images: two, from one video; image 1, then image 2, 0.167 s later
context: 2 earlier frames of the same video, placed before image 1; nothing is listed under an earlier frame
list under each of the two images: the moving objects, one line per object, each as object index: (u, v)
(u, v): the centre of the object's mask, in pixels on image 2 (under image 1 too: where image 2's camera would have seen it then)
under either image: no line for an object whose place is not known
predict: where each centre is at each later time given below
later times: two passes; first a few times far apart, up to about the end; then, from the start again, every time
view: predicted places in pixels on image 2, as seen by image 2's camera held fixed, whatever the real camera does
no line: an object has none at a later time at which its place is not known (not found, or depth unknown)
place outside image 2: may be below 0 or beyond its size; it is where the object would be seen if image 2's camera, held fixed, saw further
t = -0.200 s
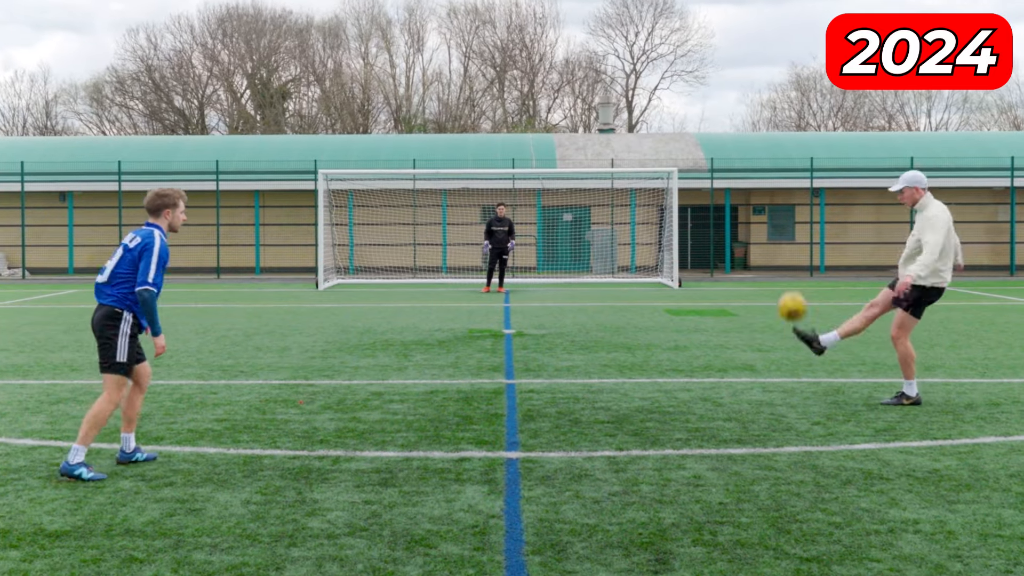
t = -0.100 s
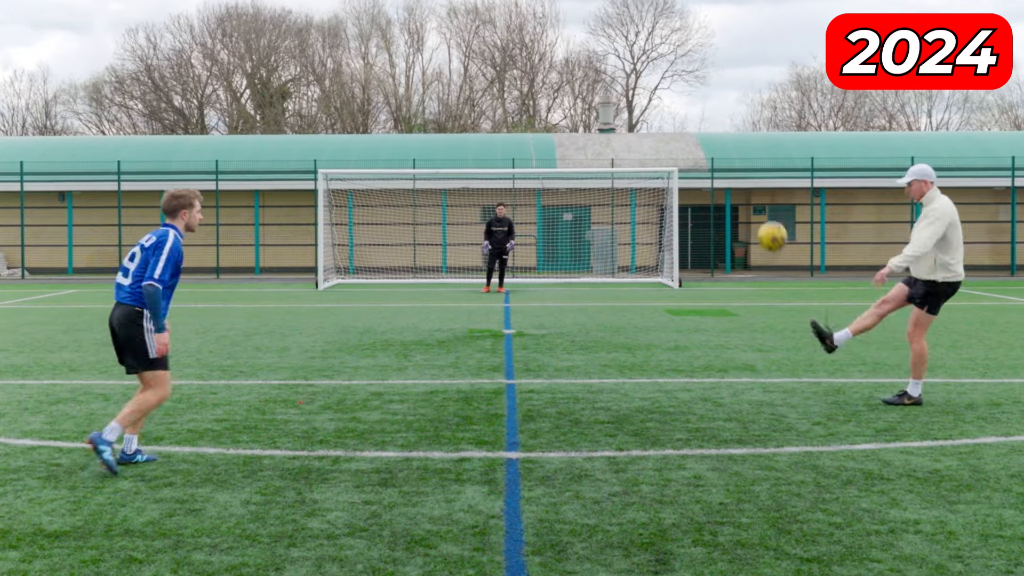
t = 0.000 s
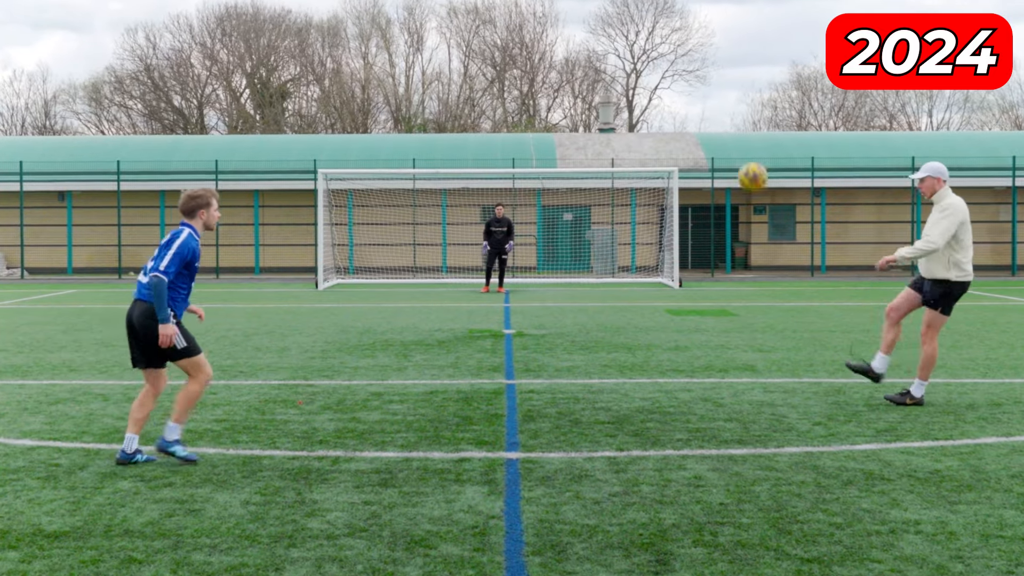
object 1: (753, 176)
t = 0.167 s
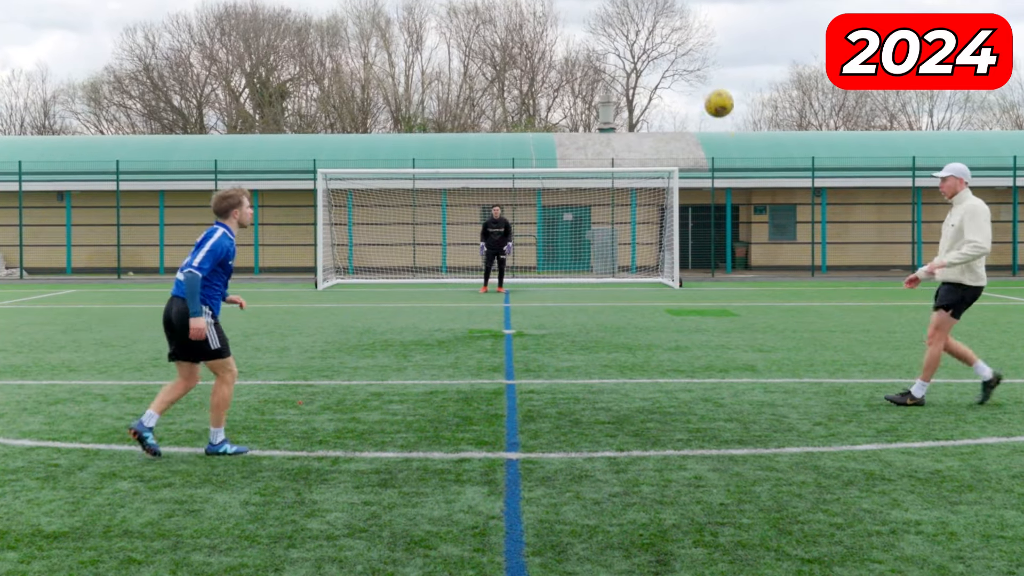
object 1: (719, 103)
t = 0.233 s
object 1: (705, 83)
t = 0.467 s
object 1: (658, 56)
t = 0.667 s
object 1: (616, 90)
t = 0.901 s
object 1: (565, 195)
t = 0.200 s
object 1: (712, 93)
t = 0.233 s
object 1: (705, 83)
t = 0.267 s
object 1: (698, 76)
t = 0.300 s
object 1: (692, 68)
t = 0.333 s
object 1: (685, 64)
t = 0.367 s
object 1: (679, 60)
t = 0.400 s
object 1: (671, 57)
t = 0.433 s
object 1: (664, 56)
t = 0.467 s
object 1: (658, 56)
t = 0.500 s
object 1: (651, 57)
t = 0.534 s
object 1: (644, 61)
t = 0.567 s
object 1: (637, 66)
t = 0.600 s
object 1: (630, 72)
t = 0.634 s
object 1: (623, 80)
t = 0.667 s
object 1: (616, 90)
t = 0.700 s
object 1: (609, 100)
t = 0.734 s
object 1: (602, 111)
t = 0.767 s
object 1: (595, 125)
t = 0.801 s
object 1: (587, 140)
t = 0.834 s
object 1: (580, 158)
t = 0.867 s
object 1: (572, 176)
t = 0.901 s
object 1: (565, 195)
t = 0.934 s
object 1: (558, 216)
